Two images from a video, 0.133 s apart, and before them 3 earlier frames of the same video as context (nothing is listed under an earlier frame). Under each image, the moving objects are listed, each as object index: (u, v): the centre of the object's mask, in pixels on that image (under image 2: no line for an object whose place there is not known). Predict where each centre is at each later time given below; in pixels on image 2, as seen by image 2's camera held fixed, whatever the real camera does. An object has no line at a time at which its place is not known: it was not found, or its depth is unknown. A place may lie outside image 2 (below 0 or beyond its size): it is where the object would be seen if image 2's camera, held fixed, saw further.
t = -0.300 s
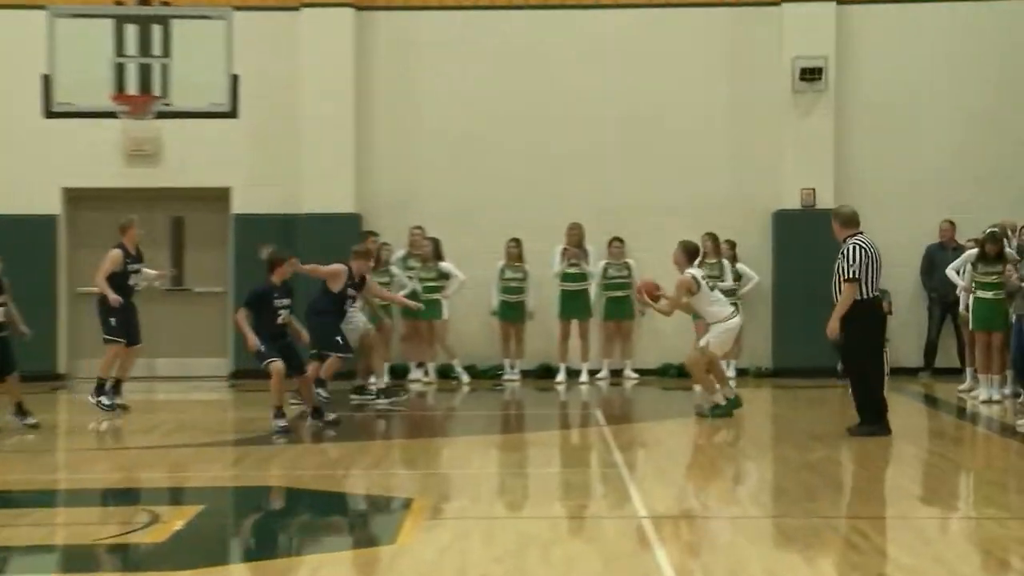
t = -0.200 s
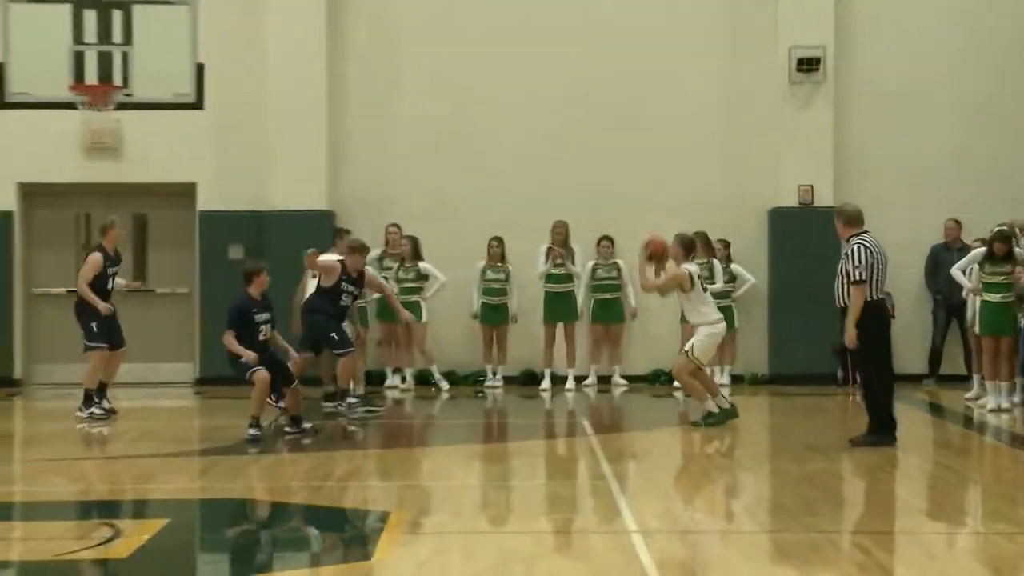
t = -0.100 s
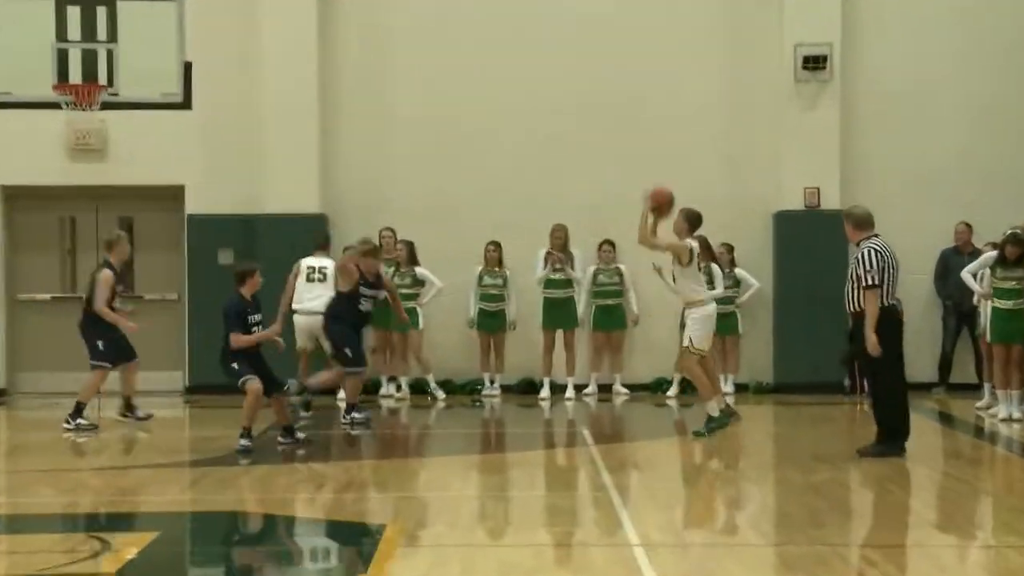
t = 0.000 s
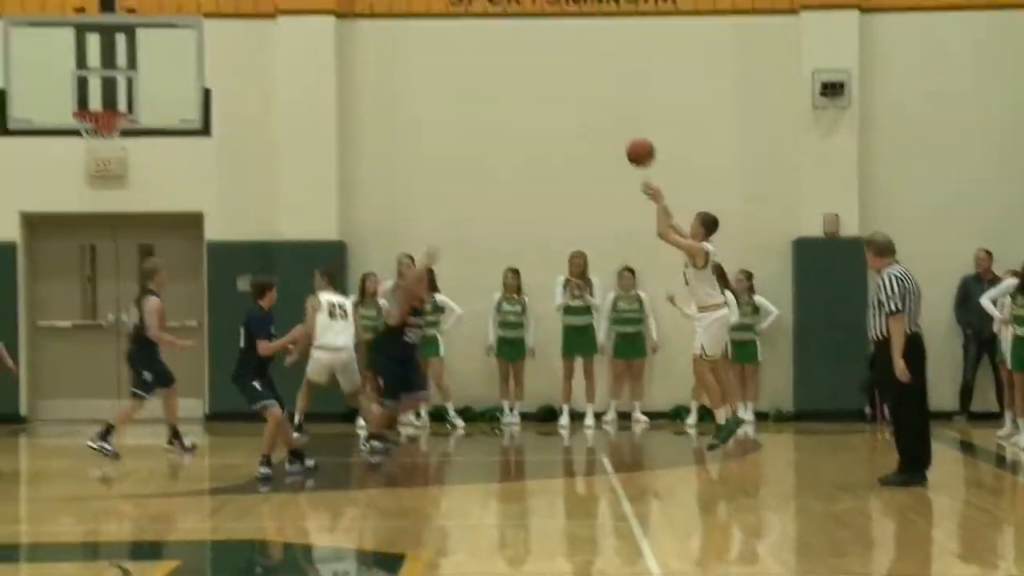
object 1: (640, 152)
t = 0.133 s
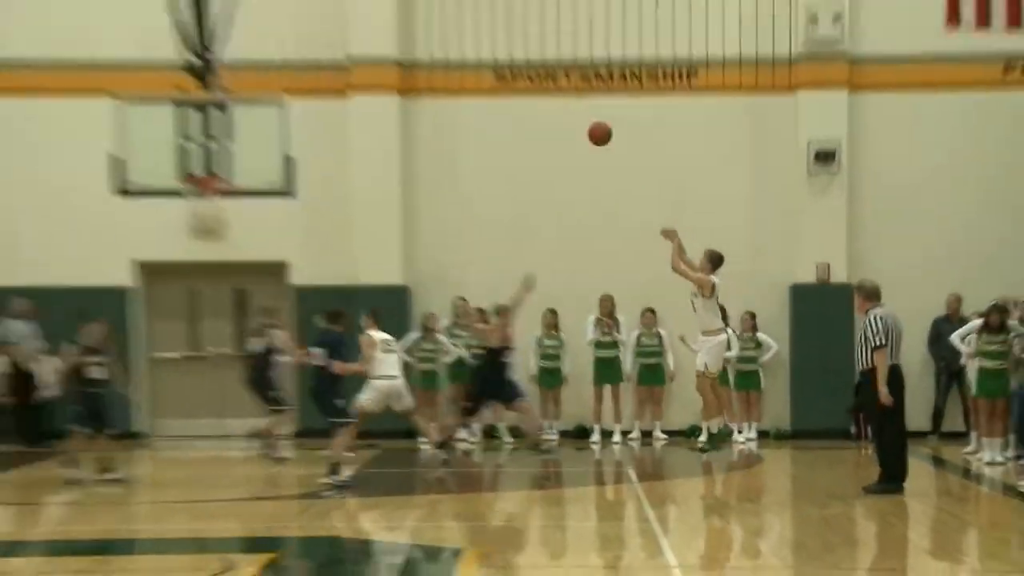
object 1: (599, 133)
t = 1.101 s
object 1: (228, 125)
